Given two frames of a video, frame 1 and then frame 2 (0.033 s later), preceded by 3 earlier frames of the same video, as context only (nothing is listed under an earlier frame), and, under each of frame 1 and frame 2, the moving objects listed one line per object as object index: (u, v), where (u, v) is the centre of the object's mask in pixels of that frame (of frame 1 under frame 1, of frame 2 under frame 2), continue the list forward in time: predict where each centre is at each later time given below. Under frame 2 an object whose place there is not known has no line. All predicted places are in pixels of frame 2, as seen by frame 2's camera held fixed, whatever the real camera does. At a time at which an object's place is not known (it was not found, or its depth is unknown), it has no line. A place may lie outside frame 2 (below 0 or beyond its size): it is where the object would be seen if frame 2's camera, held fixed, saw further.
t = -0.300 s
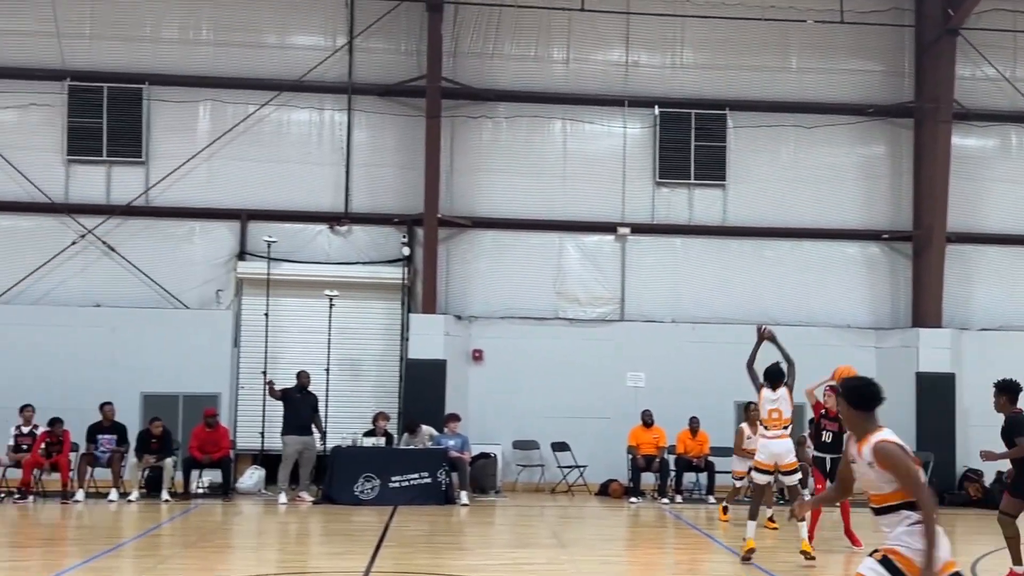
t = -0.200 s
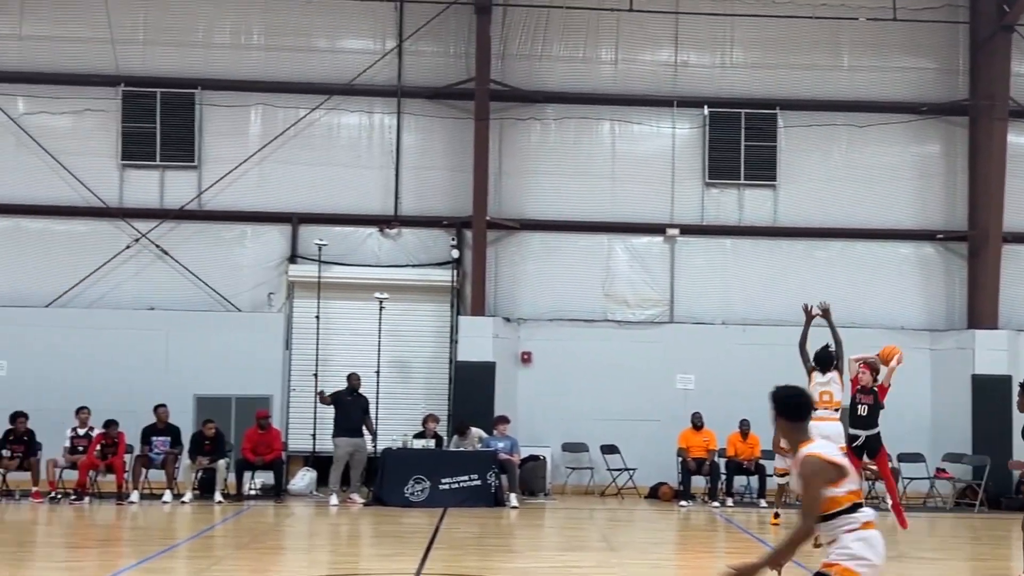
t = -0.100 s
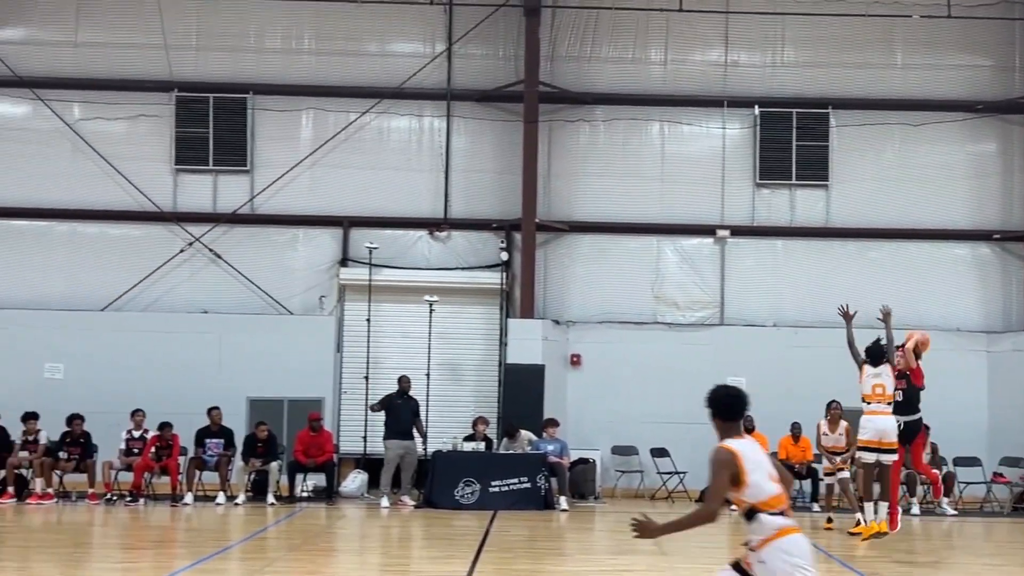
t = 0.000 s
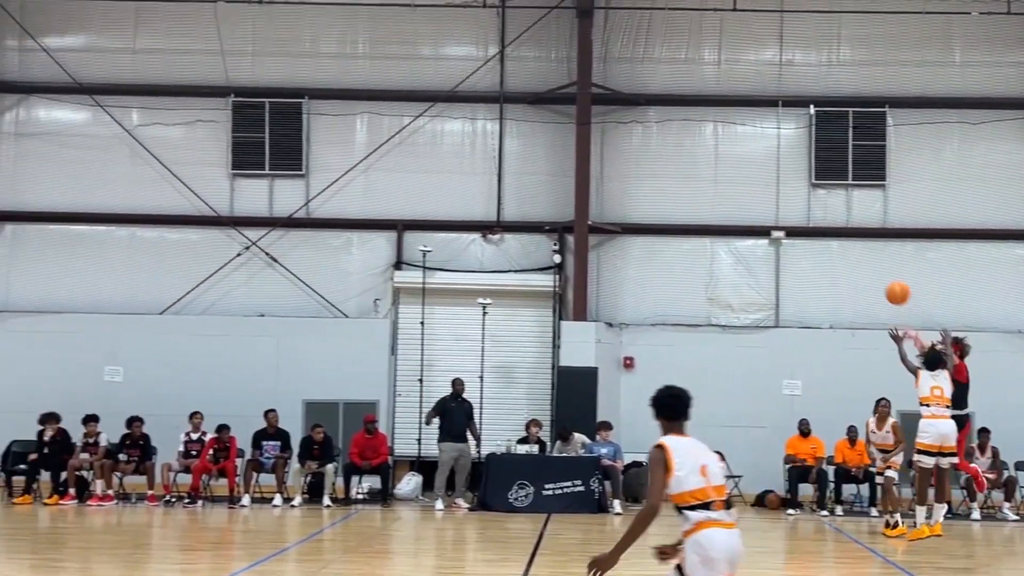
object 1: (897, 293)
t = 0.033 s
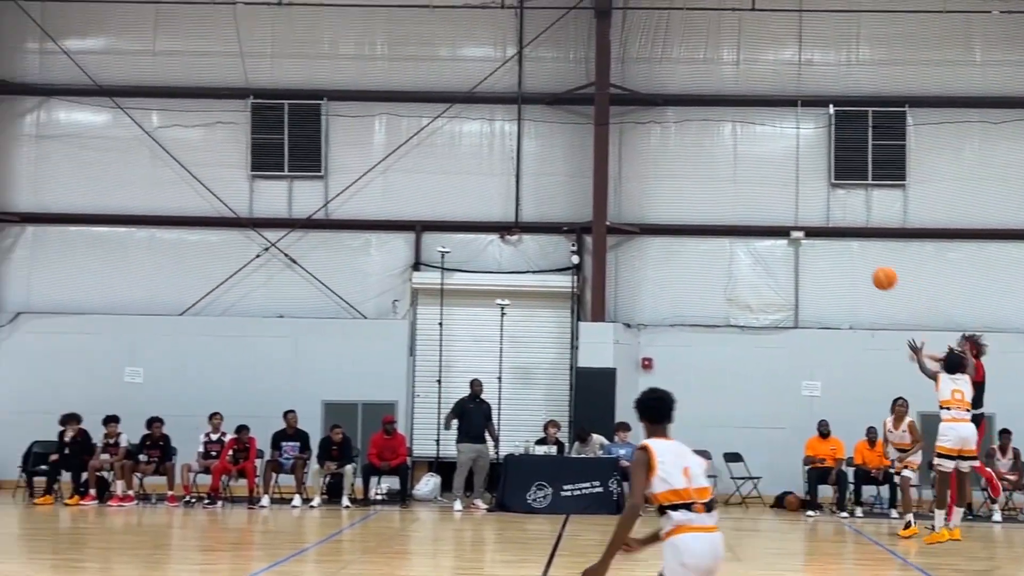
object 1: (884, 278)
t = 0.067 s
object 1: (850, 264)
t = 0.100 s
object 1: (816, 250)
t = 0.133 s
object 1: (781, 238)
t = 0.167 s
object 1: (747, 228)
